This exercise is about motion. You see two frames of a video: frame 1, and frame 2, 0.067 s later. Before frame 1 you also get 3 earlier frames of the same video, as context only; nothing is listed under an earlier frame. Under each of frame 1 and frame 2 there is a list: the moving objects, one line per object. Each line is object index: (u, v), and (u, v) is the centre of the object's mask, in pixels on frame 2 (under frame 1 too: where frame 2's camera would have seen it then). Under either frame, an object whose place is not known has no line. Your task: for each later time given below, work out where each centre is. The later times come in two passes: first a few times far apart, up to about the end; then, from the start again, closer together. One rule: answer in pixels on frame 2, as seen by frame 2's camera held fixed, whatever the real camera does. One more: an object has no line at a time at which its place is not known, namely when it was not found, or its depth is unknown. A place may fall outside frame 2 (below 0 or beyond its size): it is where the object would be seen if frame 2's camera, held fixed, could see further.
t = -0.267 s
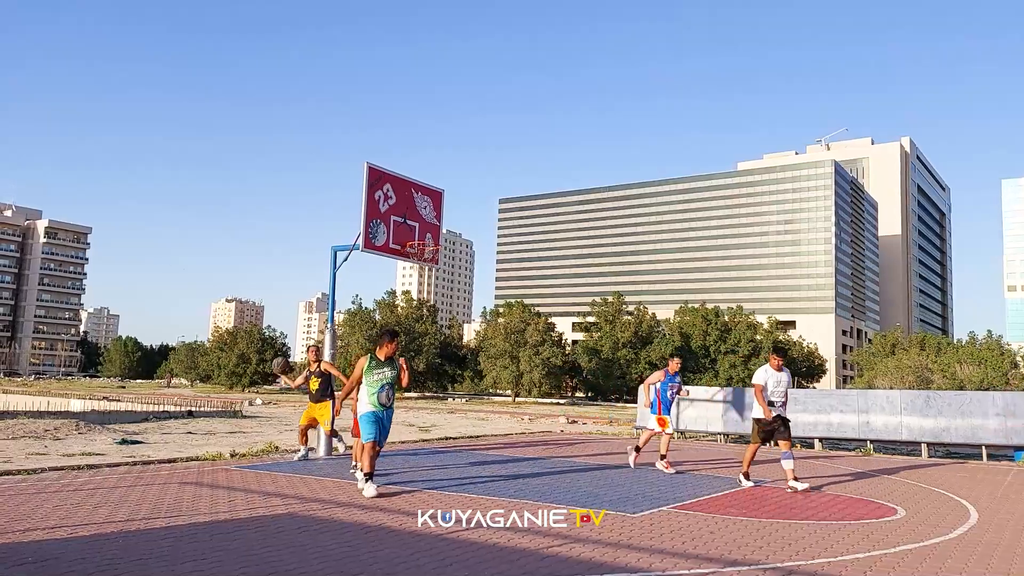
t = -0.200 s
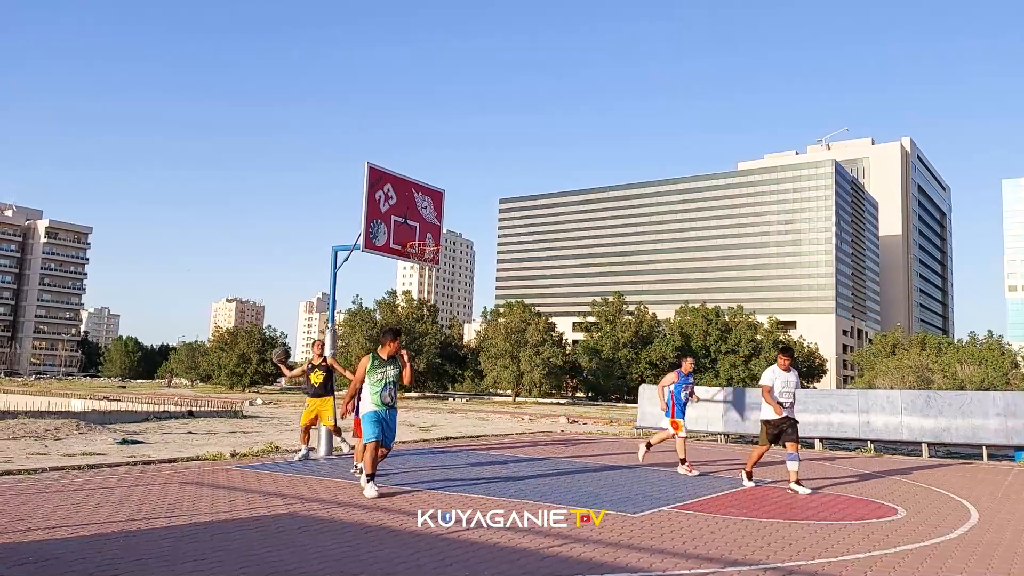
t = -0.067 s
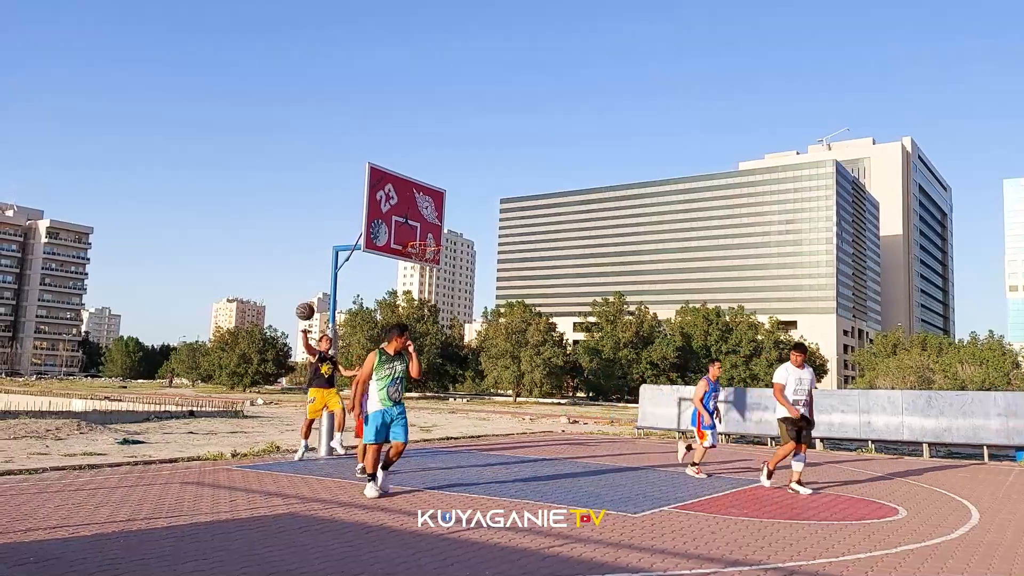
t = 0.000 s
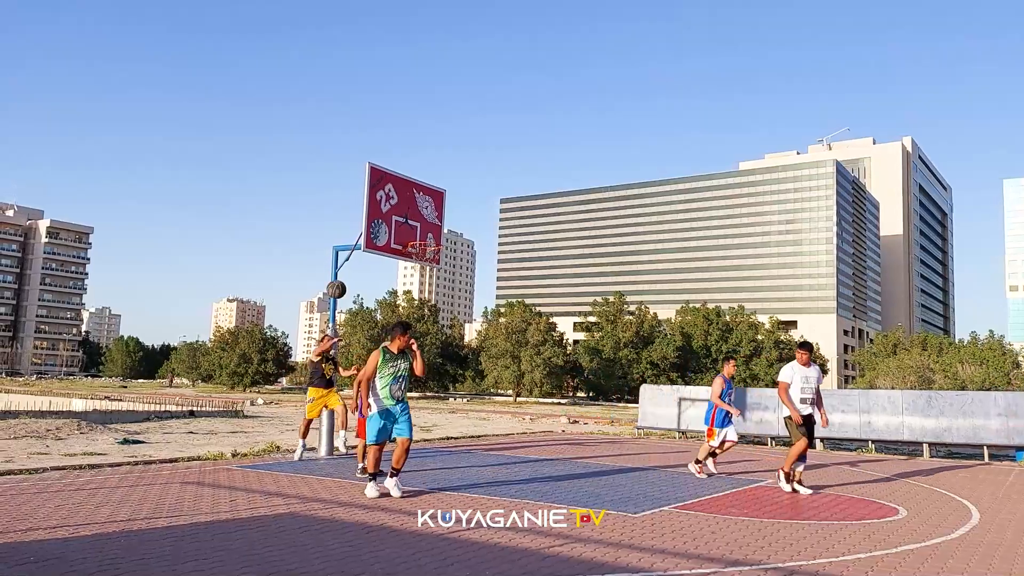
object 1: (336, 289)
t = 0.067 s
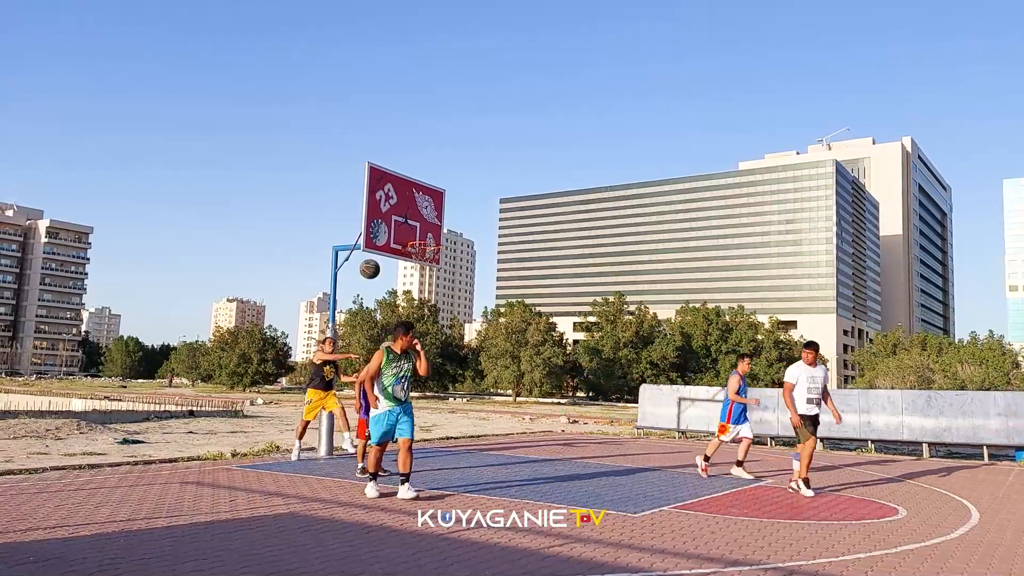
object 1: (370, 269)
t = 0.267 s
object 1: (493, 217)
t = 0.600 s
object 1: (847, 177)
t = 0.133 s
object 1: (406, 249)
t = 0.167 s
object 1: (426, 241)
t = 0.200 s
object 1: (448, 233)
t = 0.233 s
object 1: (470, 224)
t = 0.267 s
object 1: (493, 217)
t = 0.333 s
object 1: (544, 203)
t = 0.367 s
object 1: (572, 197)
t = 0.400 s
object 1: (602, 191)
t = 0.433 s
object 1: (635, 186)
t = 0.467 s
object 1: (670, 182)
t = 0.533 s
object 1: (751, 177)
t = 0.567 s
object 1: (796, 176)
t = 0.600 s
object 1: (847, 177)
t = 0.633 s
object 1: (903, 179)
